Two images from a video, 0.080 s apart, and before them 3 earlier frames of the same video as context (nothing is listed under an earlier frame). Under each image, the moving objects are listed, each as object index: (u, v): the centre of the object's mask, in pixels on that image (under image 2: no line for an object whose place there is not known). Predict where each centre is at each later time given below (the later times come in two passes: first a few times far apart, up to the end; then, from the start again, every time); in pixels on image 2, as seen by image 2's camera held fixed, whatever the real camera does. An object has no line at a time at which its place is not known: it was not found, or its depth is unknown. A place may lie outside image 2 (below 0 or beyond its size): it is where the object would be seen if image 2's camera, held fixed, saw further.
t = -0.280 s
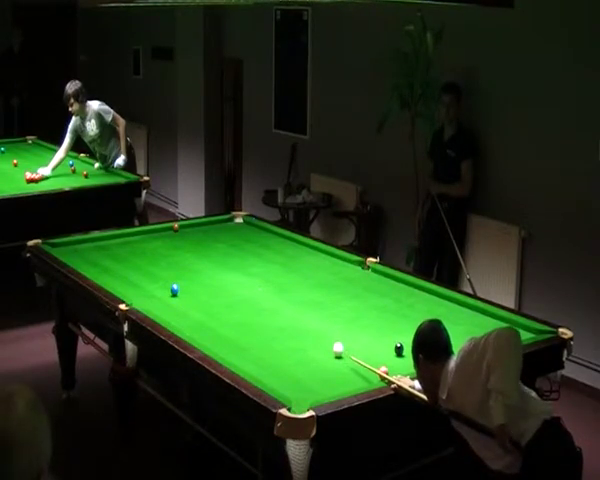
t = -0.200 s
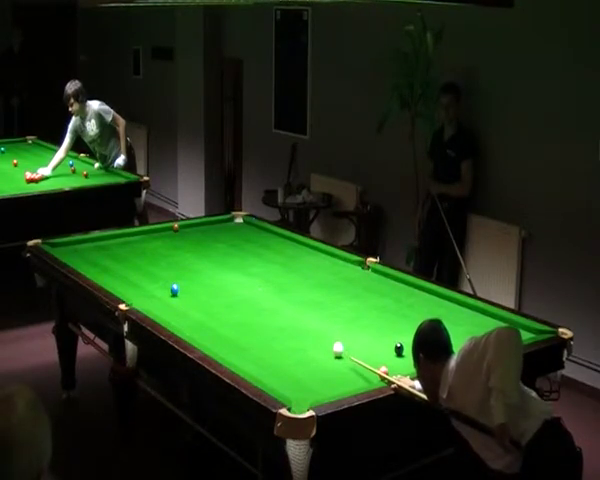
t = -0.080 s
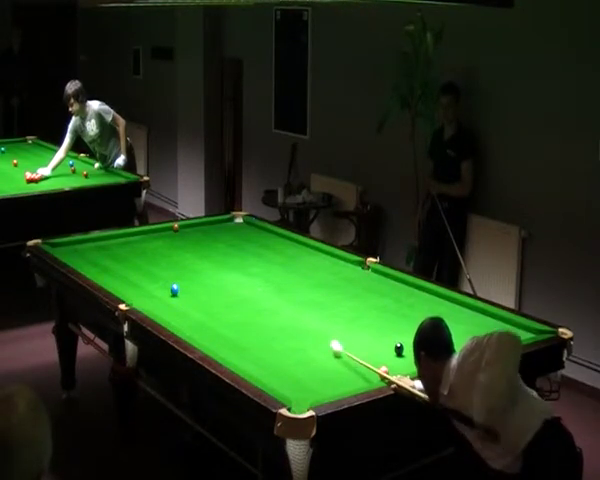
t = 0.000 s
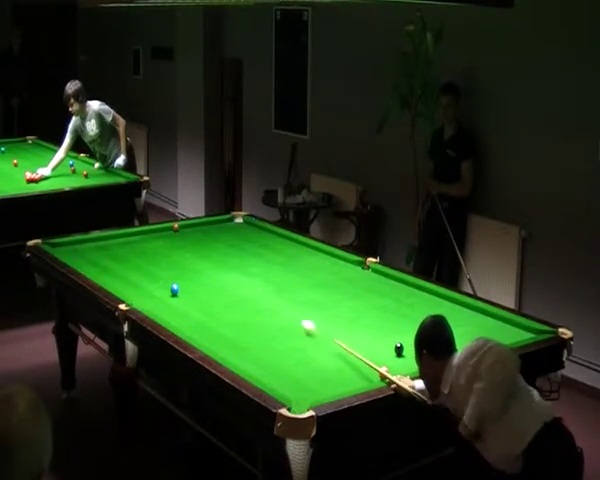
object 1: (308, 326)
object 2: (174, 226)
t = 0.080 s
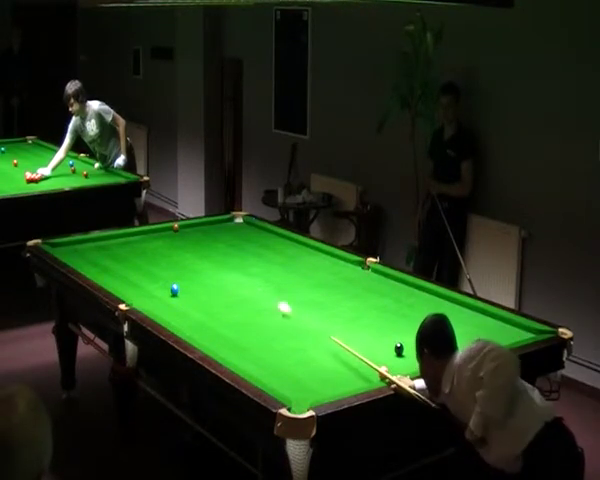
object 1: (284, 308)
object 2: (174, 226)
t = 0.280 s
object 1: (237, 273)
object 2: (174, 226)
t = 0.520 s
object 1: (194, 241)
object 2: (175, 226)
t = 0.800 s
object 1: (159, 229)
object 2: (208, 231)
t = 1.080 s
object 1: (135, 233)
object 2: (263, 241)
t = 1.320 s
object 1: (118, 235)
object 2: (312, 250)
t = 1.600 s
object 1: (100, 237)
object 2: (341, 264)
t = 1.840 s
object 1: (84, 239)
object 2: (360, 278)
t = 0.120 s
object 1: (273, 300)
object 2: (174, 226)
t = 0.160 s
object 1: (263, 292)
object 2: (174, 226)
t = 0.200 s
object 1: (254, 285)
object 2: (174, 226)
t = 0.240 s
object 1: (245, 279)
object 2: (174, 226)
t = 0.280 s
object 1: (237, 273)
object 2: (174, 226)
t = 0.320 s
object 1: (228, 266)
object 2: (174, 226)
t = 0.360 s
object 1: (221, 260)
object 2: (174, 226)
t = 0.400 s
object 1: (214, 255)
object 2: (174, 226)
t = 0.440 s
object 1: (207, 250)
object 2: (174, 226)
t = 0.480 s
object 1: (201, 246)
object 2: (175, 226)
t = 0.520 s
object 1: (194, 241)
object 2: (175, 226)
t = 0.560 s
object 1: (188, 237)
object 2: (175, 226)
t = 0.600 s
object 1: (182, 232)
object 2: (175, 226)
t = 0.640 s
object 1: (177, 228)
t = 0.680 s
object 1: (173, 228)
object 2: (181, 227)
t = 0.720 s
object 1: (168, 228)
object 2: (191, 228)
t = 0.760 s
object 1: (164, 229)
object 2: (199, 230)
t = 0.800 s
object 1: (159, 229)
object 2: (208, 231)
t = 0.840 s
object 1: (155, 230)
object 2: (216, 233)
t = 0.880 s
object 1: (150, 230)
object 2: (225, 234)
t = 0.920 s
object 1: (146, 230)
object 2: (232, 236)
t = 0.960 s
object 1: (143, 231)
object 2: (240, 236)
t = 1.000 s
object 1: (140, 232)
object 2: (247, 237)
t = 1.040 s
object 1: (137, 232)
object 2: (256, 239)
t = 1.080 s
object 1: (135, 233)
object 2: (263, 241)
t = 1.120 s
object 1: (132, 233)
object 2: (271, 243)
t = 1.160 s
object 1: (129, 233)
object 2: (280, 244)
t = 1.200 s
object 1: (126, 234)
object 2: (287, 245)
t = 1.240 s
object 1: (124, 234)
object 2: (296, 247)
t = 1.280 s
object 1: (121, 235)
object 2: (304, 247)
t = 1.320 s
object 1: (118, 235)
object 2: (312, 250)
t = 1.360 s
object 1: (116, 235)
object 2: (321, 251)
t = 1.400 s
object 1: (113, 236)
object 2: (327, 253)
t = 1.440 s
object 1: (110, 236)
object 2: (329, 255)
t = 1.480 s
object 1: (107, 236)
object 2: (332, 257)
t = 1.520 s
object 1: (105, 237)
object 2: (335, 259)
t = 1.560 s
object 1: (102, 237)
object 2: (338, 261)
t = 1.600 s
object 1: (100, 237)
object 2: (341, 264)
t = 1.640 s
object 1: (97, 237)
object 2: (344, 266)
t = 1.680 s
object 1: (94, 238)
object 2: (347, 269)
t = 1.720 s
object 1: (92, 238)
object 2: (351, 271)
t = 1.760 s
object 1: (89, 238)
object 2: (354, 273)
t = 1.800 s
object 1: (87, 239)
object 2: (357, 276)
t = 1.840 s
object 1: (84, 239)
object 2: (360, 278)
